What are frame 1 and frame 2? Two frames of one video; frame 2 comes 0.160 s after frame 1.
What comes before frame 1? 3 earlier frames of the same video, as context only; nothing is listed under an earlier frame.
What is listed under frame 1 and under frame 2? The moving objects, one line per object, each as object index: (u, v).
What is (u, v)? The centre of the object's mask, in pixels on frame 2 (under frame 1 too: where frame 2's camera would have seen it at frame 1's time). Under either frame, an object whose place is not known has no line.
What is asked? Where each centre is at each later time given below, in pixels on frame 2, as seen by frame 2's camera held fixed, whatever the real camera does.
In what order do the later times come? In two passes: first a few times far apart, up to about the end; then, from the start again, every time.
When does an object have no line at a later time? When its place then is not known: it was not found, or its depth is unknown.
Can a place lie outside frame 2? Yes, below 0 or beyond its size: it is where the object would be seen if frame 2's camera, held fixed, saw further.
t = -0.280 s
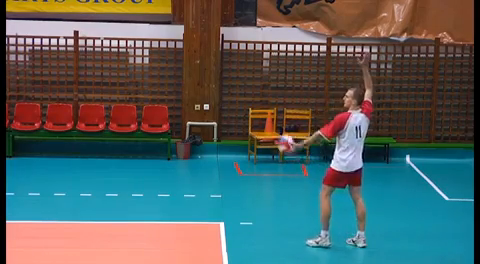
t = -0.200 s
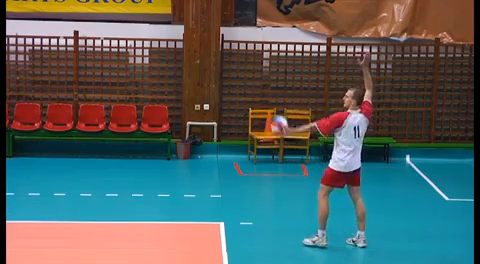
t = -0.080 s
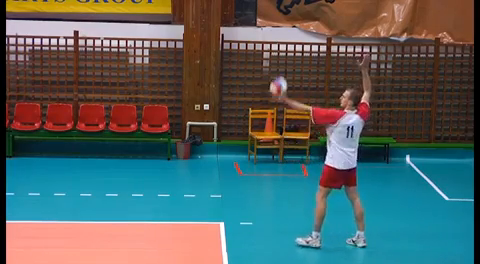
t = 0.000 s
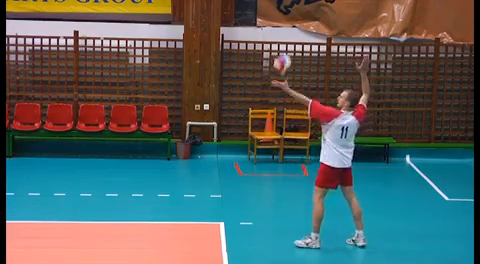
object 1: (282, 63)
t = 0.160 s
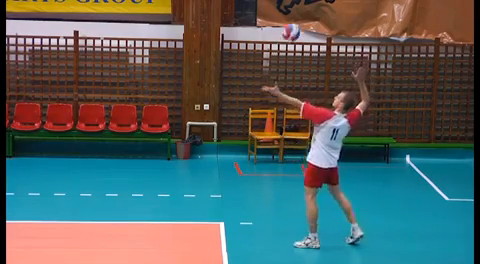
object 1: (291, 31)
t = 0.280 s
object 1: (296, 22)
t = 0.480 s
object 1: (304, 32)
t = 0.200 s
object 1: (293, 27)
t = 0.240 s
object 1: (294, 24)
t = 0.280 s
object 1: (296, 22)
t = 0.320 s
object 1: (297, 21)
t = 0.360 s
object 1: (299, 22)
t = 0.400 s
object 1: (301, 24)
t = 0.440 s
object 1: (303, 27)
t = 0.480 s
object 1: (304, 32)
